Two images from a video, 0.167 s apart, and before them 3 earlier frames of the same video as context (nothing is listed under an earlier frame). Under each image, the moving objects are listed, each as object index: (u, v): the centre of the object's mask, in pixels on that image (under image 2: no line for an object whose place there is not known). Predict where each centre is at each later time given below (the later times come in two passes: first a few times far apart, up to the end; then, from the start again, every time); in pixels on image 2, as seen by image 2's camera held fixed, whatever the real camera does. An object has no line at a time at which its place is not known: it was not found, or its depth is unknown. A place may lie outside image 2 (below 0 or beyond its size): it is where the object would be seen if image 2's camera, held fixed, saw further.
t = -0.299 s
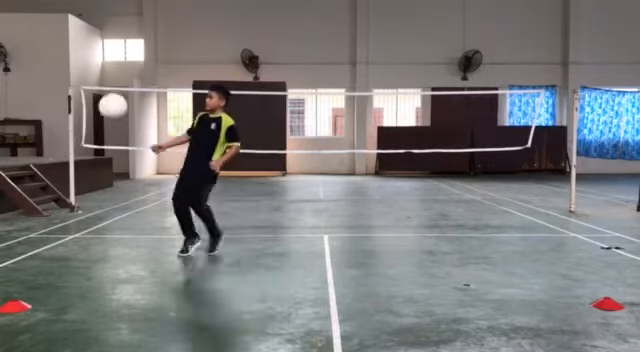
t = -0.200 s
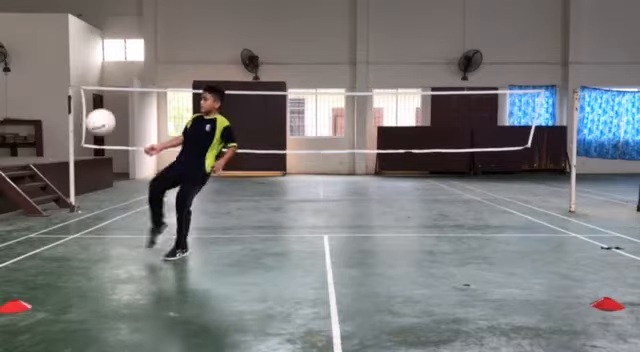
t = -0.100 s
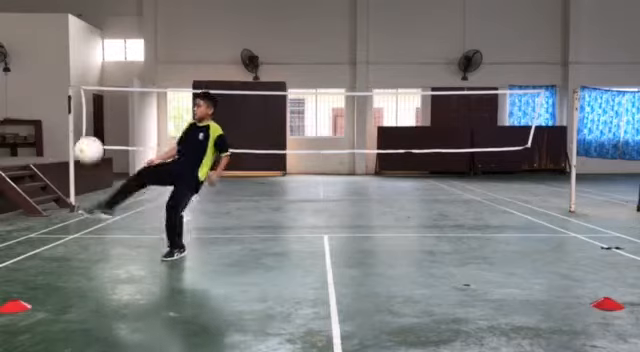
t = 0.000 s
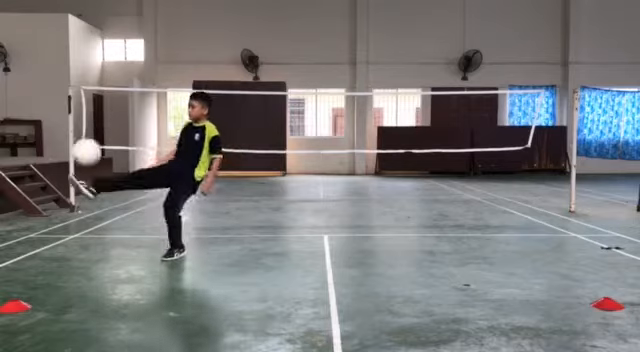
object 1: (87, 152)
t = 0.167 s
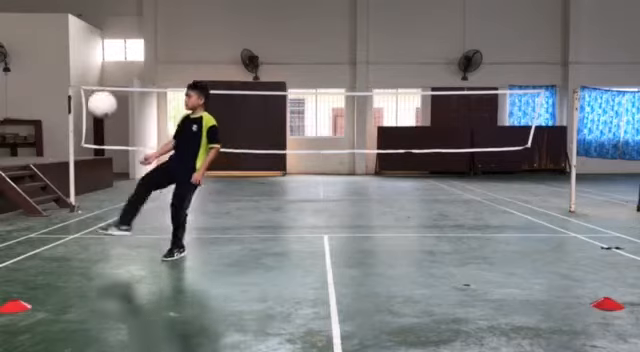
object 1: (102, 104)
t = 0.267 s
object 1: (111, 91)
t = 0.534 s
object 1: (138, 116)
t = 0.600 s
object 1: (144, 135)
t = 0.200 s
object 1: (105, 99)
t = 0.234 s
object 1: (108, 94)
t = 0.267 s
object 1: (111, 91)
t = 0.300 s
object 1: (115, 89)
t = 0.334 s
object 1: (117, 89)
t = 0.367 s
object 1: (121, 90)
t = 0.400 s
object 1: (125, 92)
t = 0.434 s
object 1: (128, 97)
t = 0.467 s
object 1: (131, 102)
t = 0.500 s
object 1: (134, 108)
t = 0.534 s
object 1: (138, 116)
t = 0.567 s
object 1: (141, 125)
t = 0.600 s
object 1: (144, 135)
